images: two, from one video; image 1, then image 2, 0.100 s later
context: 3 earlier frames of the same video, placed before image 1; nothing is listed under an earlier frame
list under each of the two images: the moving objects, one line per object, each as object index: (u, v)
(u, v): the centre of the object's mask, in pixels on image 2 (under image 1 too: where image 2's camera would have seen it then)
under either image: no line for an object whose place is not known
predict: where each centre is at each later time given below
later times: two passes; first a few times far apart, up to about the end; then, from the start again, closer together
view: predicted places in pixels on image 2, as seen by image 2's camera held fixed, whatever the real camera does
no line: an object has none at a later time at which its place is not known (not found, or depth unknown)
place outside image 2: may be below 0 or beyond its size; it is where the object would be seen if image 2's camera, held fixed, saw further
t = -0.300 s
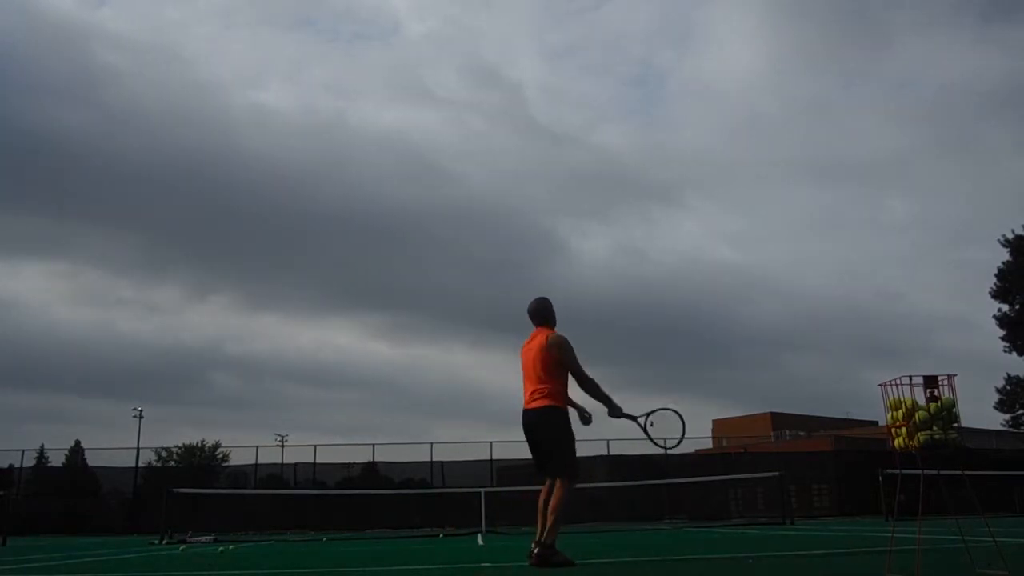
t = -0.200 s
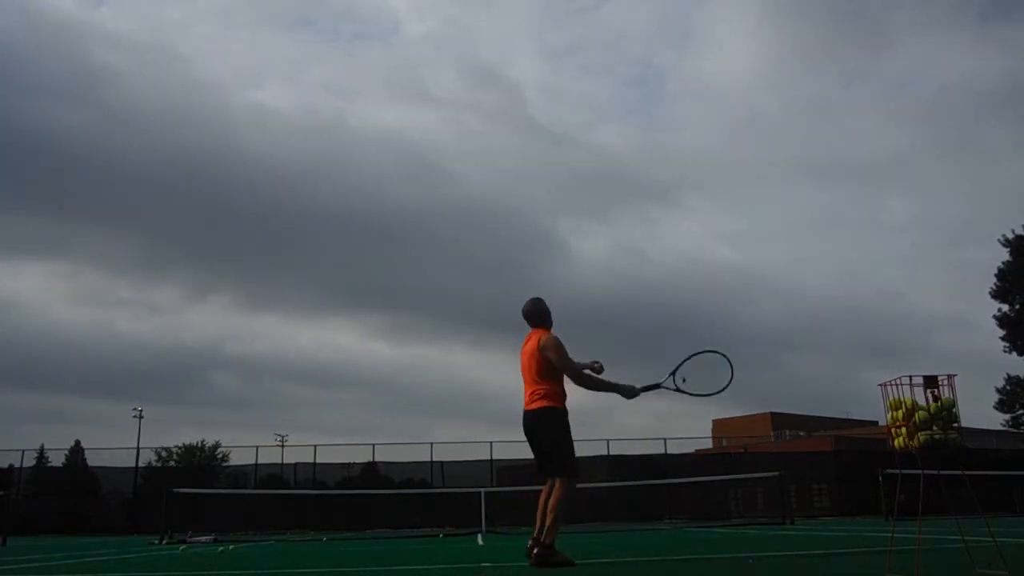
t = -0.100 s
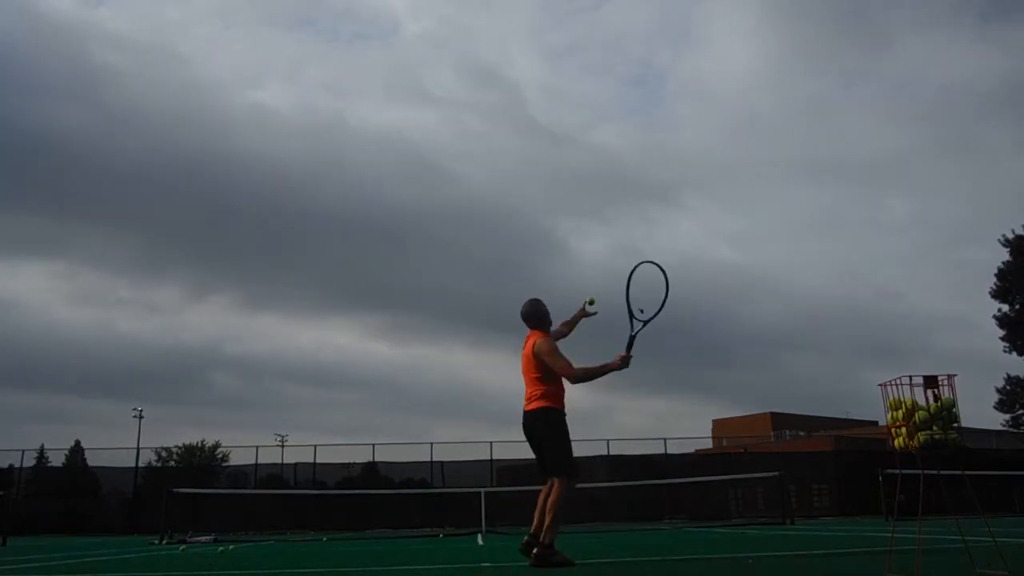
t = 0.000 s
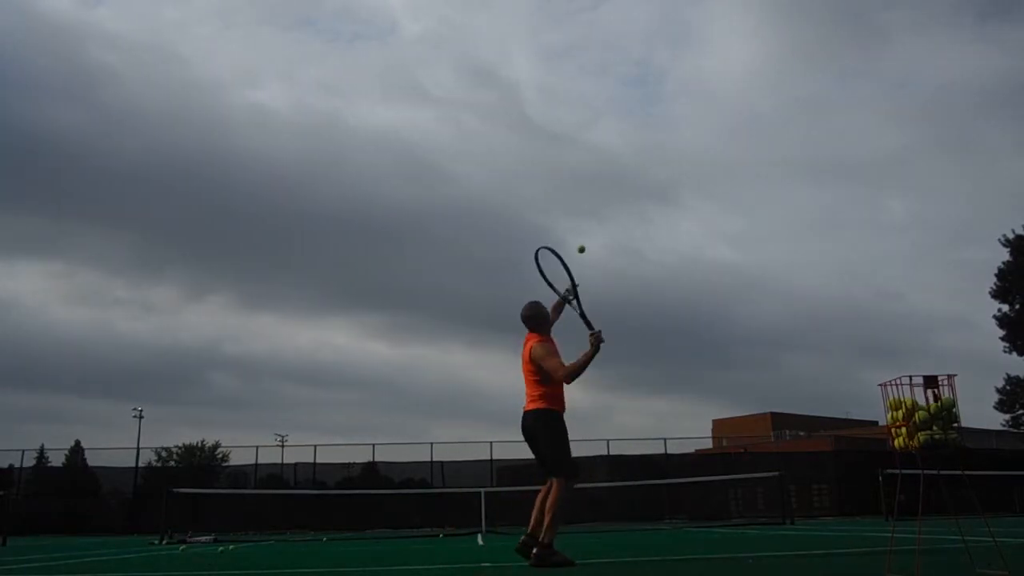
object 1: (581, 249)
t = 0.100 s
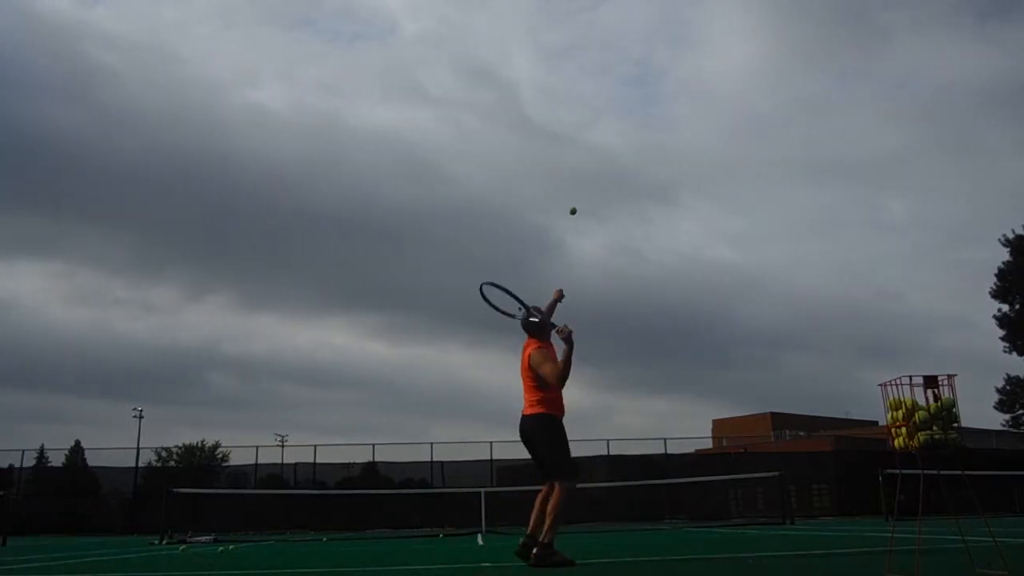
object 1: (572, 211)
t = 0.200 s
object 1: (565, 185)
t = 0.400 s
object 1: (551, 169)
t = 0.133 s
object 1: (569, 199)
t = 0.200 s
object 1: (565, 185)
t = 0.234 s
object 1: (562, 179)
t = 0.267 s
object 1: (560, 174)
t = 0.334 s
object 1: (556, 169)
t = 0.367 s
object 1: (554, 168)
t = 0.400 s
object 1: (551, 169)
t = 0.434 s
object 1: (549, 171)
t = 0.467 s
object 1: (547, 174)
